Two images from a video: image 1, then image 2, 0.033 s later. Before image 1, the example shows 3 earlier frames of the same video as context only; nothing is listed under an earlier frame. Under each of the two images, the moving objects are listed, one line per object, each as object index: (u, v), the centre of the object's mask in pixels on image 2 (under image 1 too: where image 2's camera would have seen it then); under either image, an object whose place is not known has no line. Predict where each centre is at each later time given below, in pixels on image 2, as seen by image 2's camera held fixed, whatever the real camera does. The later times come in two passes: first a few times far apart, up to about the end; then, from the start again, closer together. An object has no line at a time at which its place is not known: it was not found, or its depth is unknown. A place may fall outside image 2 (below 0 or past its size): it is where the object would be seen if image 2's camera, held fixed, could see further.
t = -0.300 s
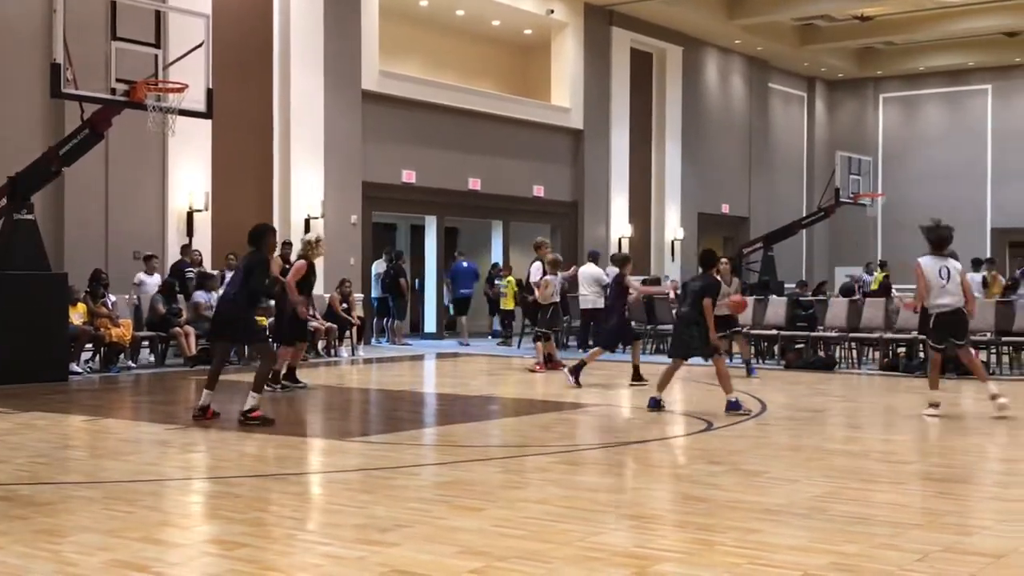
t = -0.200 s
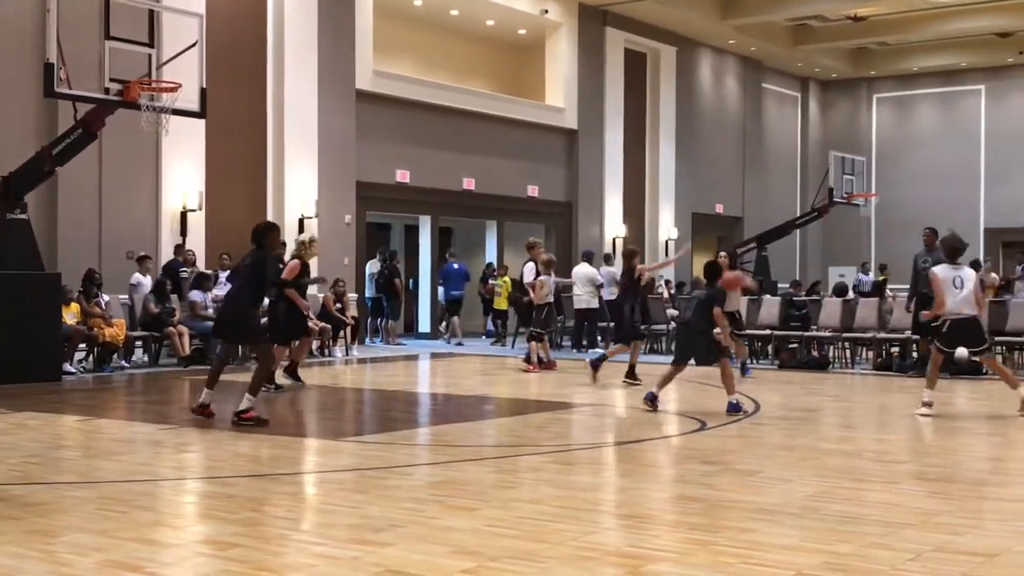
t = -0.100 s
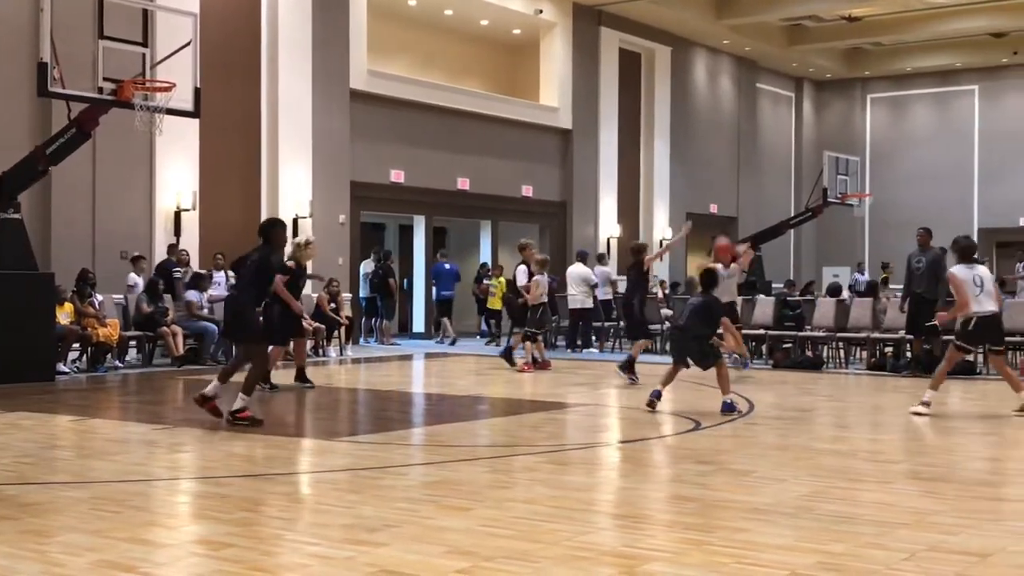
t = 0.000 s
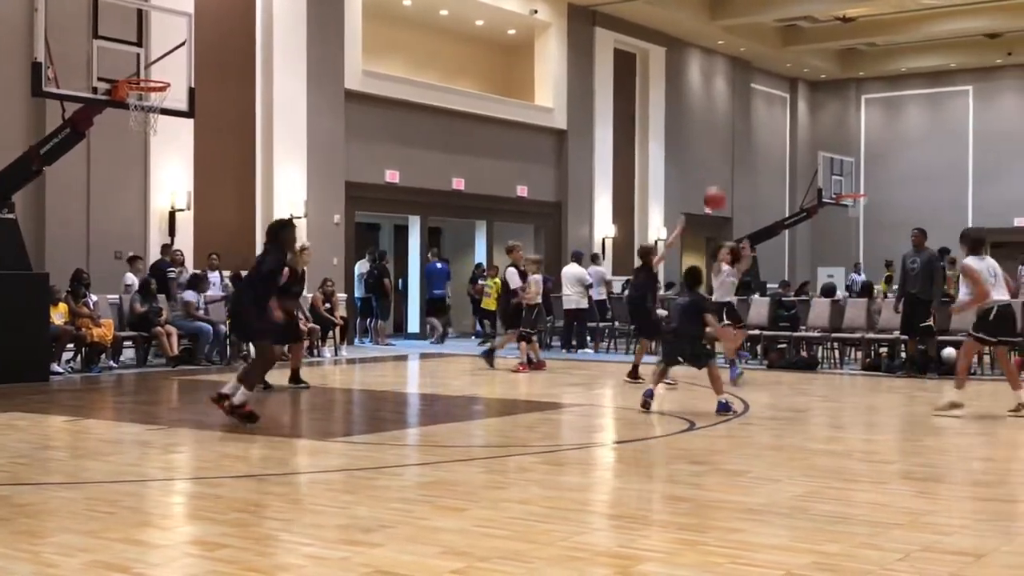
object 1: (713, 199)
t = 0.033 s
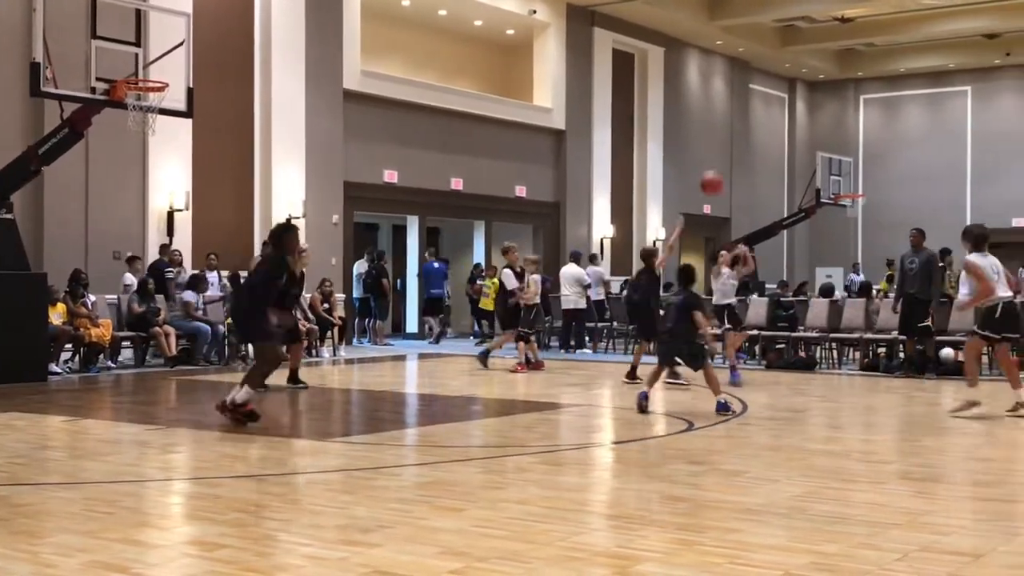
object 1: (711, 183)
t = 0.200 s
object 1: (700, 111)
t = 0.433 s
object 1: (677, 29)
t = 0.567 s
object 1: (659, 4)
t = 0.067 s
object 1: (709, 167)
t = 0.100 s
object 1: (707, 152)
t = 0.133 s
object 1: (705, 137)
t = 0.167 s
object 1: (703, 124)
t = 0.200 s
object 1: (700, 111)
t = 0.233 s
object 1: (697, 98)
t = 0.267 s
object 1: (694, 85)
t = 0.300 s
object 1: (690, 71)
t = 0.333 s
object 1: (689, 59)
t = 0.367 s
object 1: (685, 48)
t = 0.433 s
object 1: (677, 29)
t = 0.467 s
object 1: (673, 19)
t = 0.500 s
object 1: (669, 11)
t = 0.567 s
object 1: (659, 4)
